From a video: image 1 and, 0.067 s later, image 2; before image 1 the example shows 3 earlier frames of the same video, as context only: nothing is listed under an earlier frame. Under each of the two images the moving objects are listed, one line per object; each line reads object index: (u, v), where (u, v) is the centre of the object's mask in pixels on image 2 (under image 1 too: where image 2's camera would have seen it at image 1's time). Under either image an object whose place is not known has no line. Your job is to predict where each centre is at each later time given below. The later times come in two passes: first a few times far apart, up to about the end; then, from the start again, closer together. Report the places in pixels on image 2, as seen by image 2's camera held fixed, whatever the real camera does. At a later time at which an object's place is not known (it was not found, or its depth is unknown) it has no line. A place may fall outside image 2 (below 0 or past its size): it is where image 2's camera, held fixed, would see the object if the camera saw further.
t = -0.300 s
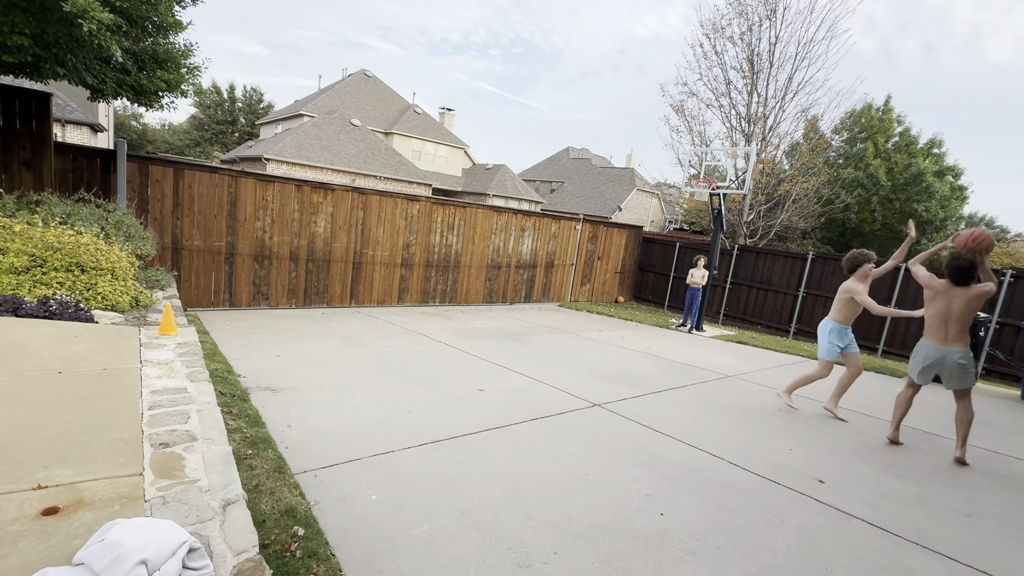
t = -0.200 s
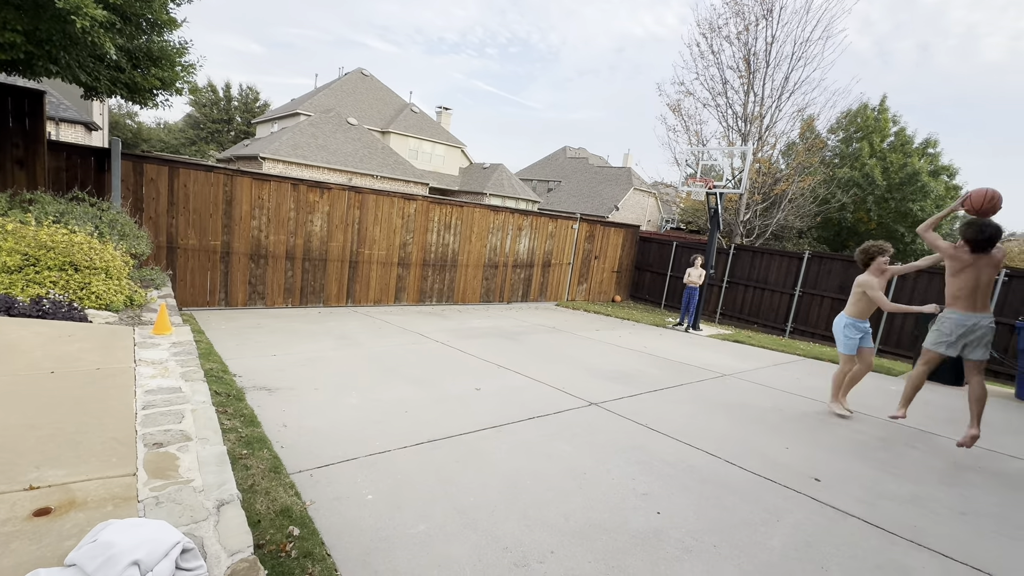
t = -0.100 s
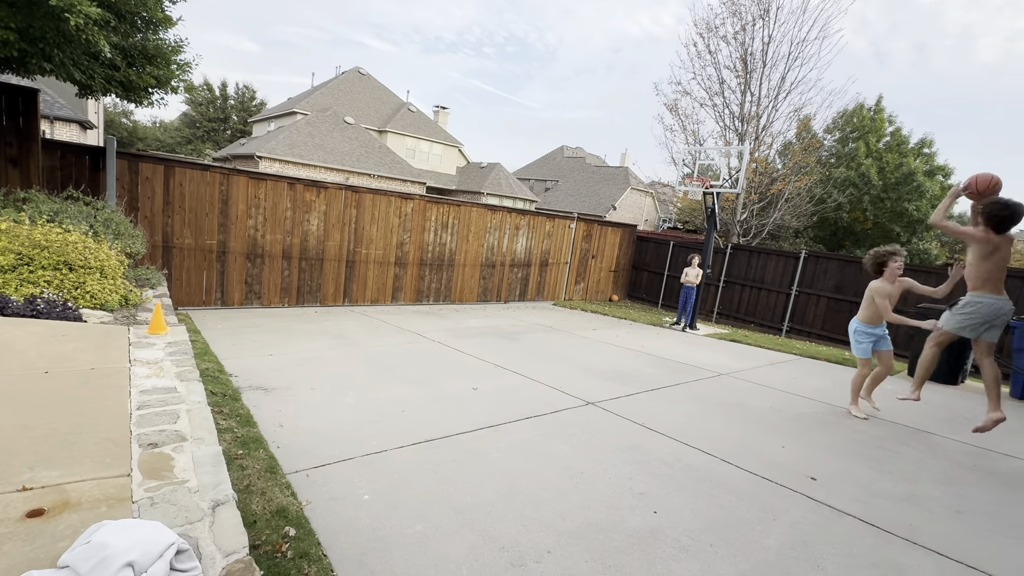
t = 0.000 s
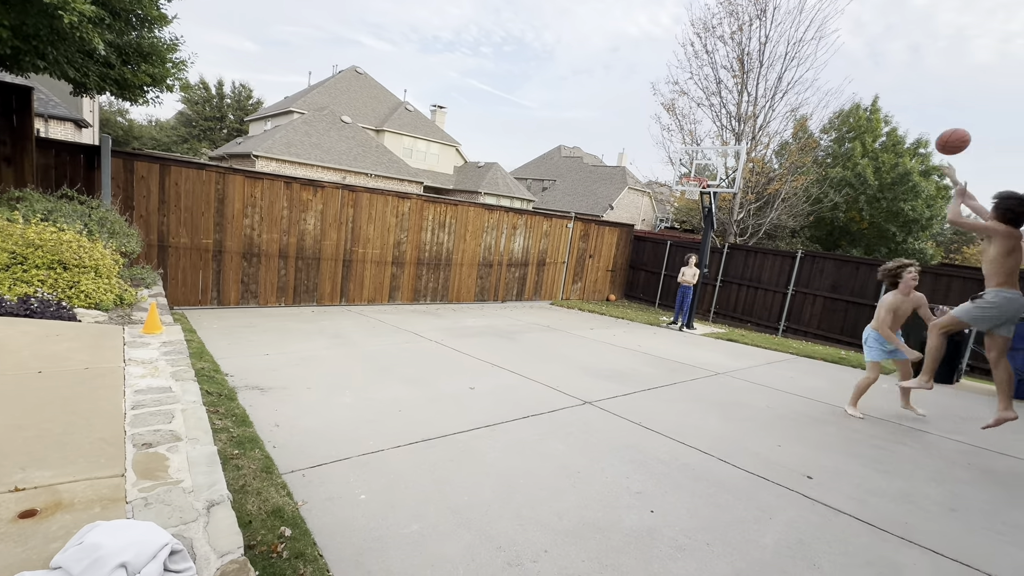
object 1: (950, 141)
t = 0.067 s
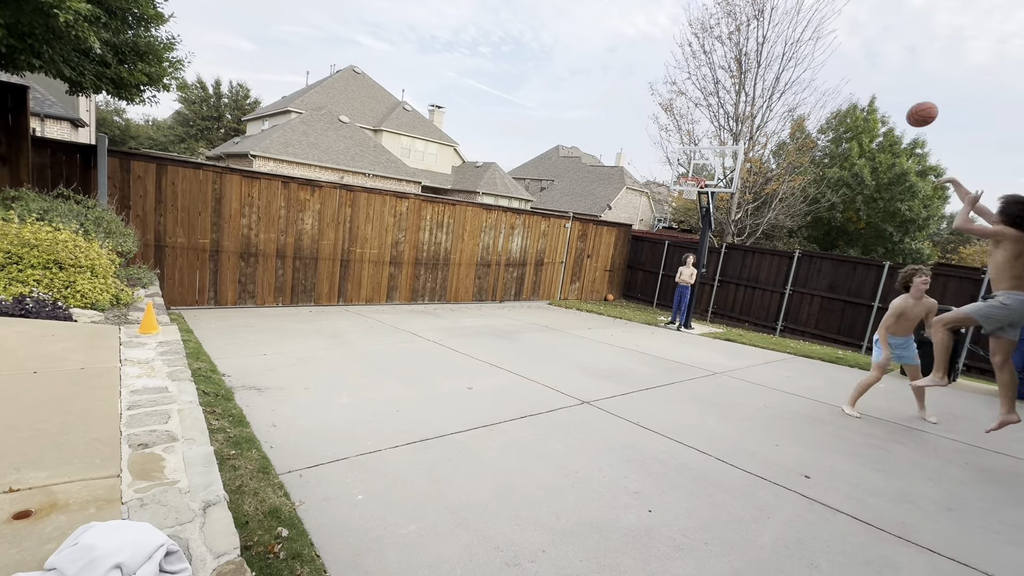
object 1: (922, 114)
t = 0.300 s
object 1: (842, 72)
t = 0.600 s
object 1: (766, 92)
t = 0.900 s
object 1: (706, 153)
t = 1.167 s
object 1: (687, 186)
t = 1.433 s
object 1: (689, 219)
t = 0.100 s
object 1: (909, 104)
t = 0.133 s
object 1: (896, 95)
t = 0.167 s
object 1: (885, 88)
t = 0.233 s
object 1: (862, 78)
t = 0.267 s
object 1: (852, 74)
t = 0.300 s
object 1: (842, 72)
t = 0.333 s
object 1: (832, 71)
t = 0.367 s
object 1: (823, 71)
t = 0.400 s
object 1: (814, 72)
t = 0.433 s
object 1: (805, 74)
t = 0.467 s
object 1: (797, 76)
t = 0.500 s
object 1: (789, 79)
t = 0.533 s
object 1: (781, 83)
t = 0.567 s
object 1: (773, 87)
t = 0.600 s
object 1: (766, 92)
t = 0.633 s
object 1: (758, 98)
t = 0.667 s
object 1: (751, 104)
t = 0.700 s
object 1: (745, 110)
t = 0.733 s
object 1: (738, 116)
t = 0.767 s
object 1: (731, 123)
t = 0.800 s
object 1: (725, 130)
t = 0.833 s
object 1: (718, 137)
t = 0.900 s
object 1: (706, 153)
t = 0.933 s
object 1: (701, 161)
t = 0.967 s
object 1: (695, 170)
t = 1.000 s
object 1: (690, 178)
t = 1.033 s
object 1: (685, 185)
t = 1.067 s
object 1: (686, 185)
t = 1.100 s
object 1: (686, 185)
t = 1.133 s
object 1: (687, 187)
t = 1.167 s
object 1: (687, 186)
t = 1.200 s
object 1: (688, 190)
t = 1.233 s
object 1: (689, 193)
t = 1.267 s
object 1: (689, 196)
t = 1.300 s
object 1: (689, 199)
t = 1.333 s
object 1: (689, 203)
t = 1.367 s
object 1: (689, 207)
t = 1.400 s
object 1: (689, 213)
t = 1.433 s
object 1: (689, 219)
